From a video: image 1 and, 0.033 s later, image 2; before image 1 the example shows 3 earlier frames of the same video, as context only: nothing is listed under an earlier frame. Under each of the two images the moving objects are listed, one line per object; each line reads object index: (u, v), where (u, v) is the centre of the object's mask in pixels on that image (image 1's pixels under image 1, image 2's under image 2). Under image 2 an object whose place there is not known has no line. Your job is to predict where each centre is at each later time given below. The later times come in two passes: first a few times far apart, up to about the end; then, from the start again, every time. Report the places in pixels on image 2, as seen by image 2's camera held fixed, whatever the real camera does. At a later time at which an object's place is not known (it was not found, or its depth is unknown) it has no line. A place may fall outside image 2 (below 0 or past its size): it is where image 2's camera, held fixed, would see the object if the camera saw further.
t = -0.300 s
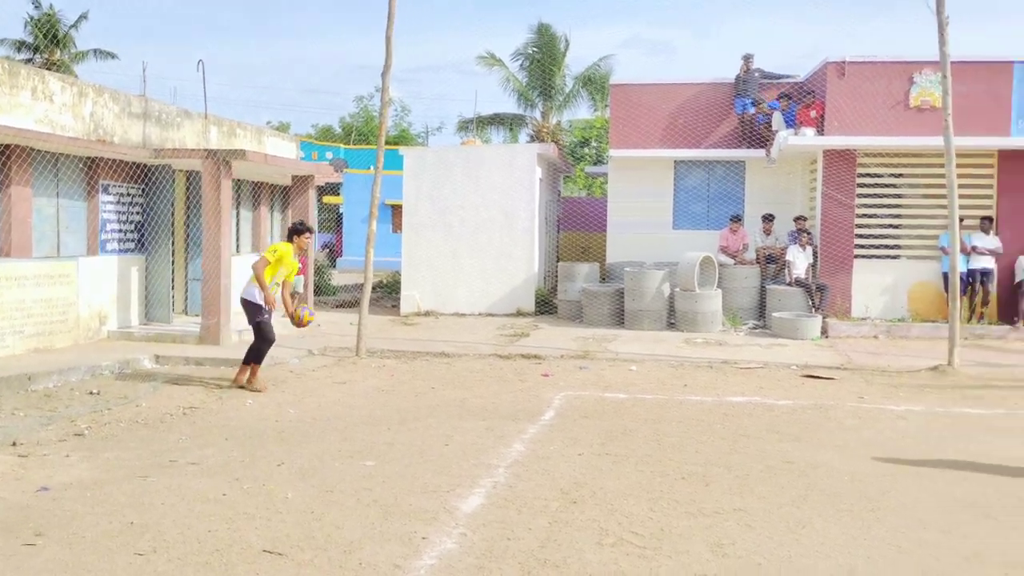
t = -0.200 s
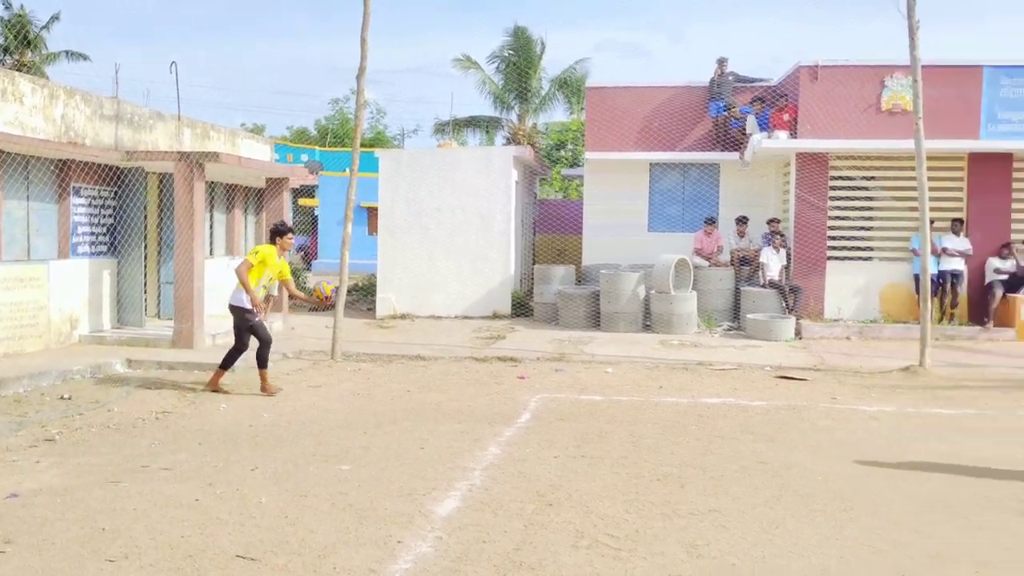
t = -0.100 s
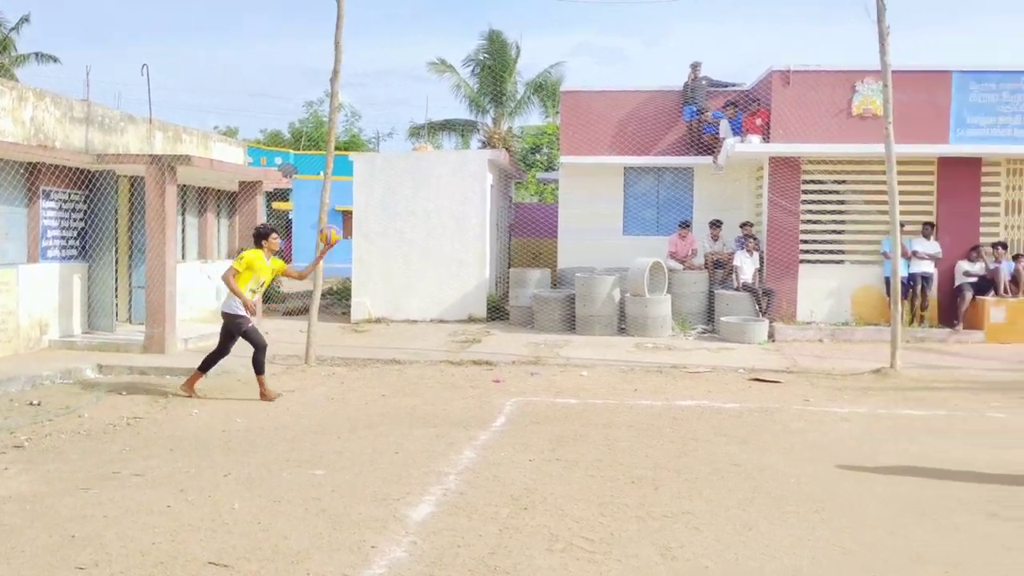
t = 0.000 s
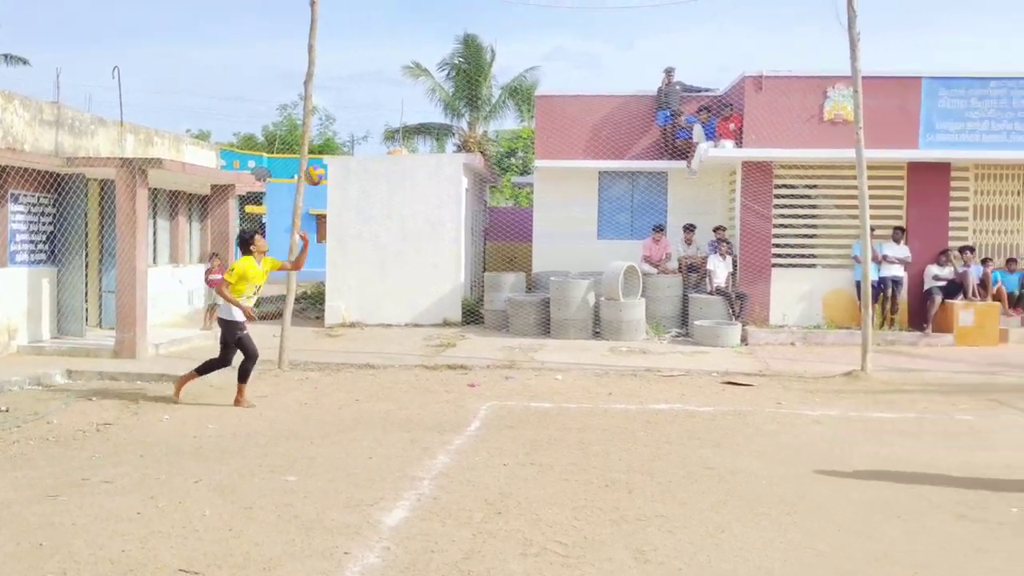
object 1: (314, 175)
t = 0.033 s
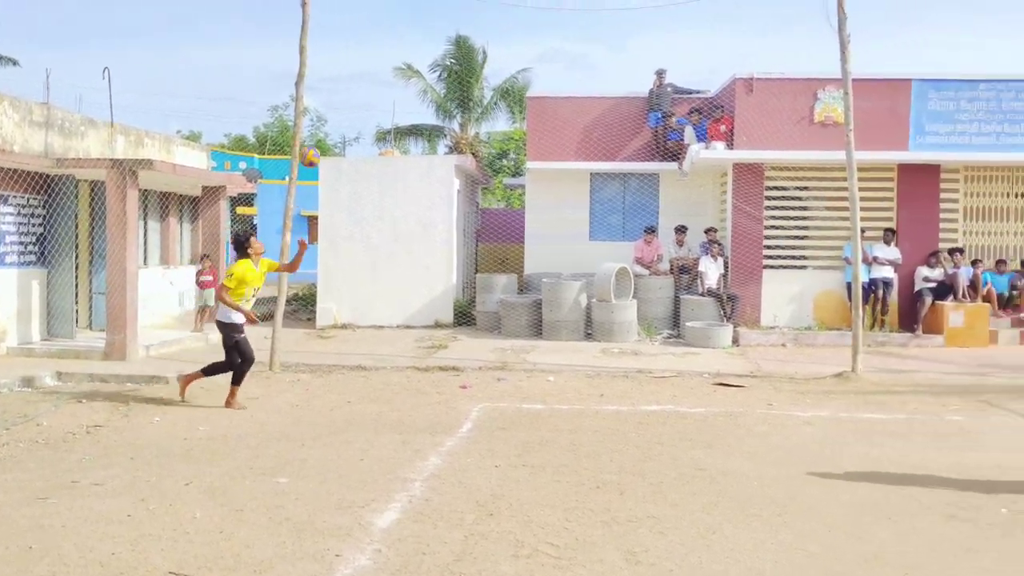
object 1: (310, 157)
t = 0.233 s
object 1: (333, 64)
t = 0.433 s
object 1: (357, 10)
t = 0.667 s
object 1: (385, -1)
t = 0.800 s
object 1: (401, 16)
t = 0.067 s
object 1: (313, 138)
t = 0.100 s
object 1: (317, 121)
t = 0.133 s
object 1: (321, 106)
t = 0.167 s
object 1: (325, 91)
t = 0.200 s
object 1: (329, 77)
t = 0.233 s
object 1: (333, 64)
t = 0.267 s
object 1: (336, 52)
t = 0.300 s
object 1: (341, 41)
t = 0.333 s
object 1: (345, 31)
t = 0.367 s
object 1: (350, 23)
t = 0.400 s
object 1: (353, 16)
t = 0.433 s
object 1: (357, 10)
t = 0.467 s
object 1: (361, 6)
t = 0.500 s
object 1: (365, 1)
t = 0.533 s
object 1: (369, -2)
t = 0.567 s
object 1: (373, -4)
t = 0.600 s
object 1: (378, -4)
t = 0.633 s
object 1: (381, -3)
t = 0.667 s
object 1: (385, -1)
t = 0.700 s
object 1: (389, 1)
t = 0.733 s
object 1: (393, 5)
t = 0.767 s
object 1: (396, 10)
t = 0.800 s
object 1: (401, 16)
